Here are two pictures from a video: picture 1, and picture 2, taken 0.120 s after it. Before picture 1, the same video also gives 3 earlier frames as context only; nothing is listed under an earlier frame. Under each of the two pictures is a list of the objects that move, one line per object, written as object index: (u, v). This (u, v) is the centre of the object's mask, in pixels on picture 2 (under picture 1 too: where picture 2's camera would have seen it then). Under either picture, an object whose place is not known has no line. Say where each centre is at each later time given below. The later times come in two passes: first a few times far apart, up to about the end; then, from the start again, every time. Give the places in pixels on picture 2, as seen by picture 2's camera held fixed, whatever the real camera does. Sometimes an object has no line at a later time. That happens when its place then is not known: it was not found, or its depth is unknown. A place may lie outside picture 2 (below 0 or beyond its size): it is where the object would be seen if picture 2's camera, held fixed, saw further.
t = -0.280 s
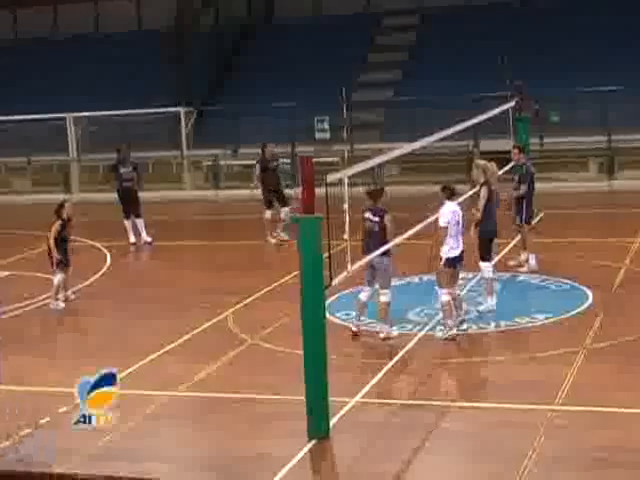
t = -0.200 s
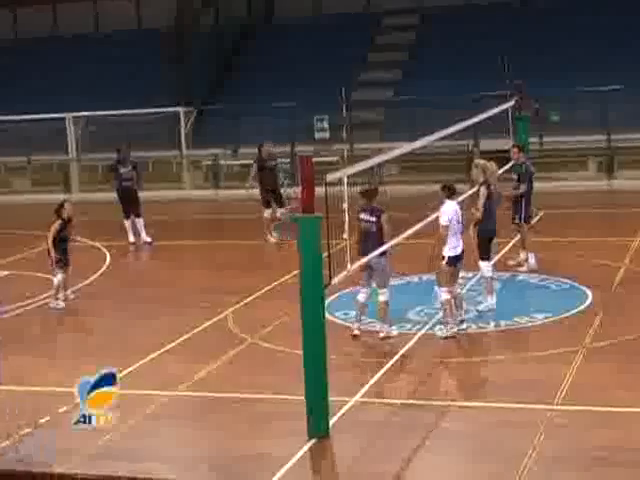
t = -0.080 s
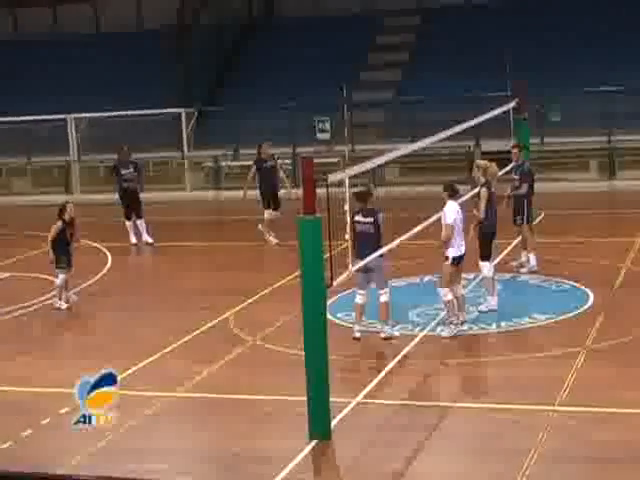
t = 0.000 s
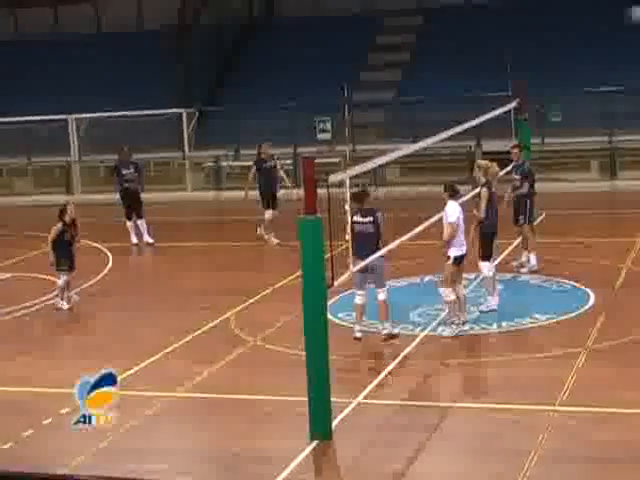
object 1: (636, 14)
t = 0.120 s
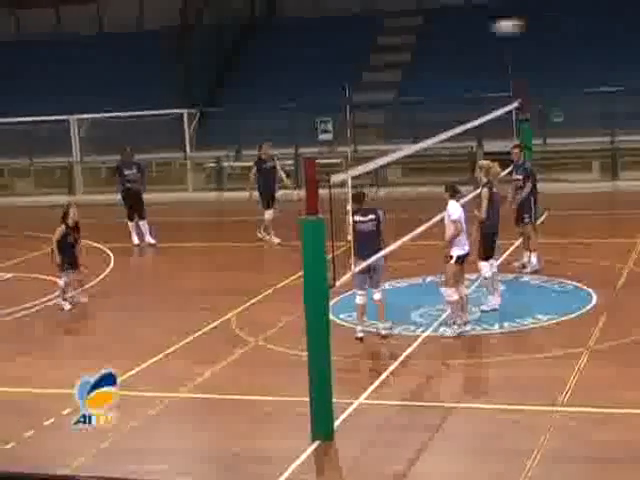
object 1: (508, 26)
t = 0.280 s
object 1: (346, 58)
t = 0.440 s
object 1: (209, 106)
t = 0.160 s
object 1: (463, 33)
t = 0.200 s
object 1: (422, 39)
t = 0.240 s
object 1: (383, 48)
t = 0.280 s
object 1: (346, 58)
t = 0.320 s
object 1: (309, 69)
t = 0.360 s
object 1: (273, 81)
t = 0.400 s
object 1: (239, 93)
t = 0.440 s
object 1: (209, 106)
